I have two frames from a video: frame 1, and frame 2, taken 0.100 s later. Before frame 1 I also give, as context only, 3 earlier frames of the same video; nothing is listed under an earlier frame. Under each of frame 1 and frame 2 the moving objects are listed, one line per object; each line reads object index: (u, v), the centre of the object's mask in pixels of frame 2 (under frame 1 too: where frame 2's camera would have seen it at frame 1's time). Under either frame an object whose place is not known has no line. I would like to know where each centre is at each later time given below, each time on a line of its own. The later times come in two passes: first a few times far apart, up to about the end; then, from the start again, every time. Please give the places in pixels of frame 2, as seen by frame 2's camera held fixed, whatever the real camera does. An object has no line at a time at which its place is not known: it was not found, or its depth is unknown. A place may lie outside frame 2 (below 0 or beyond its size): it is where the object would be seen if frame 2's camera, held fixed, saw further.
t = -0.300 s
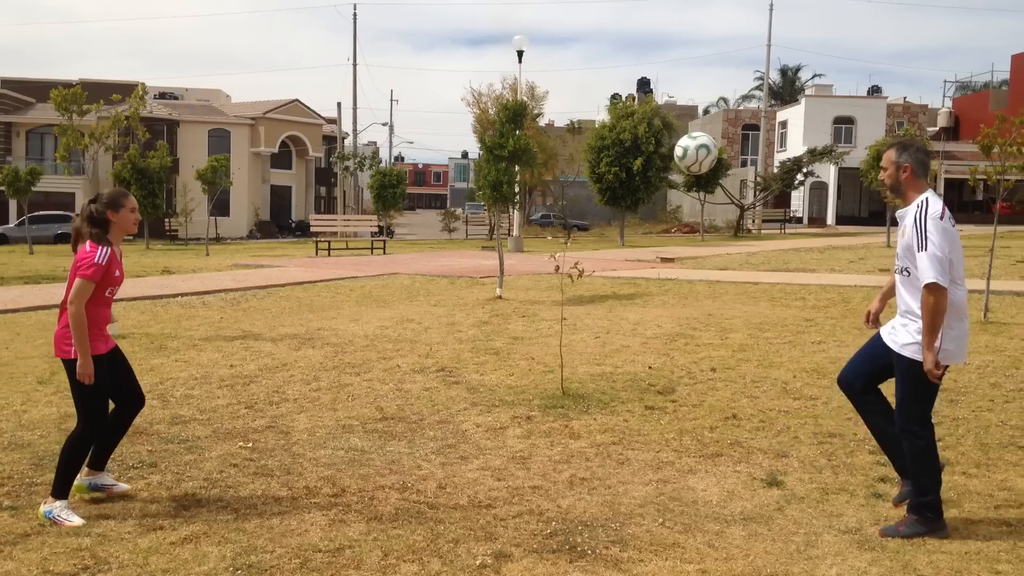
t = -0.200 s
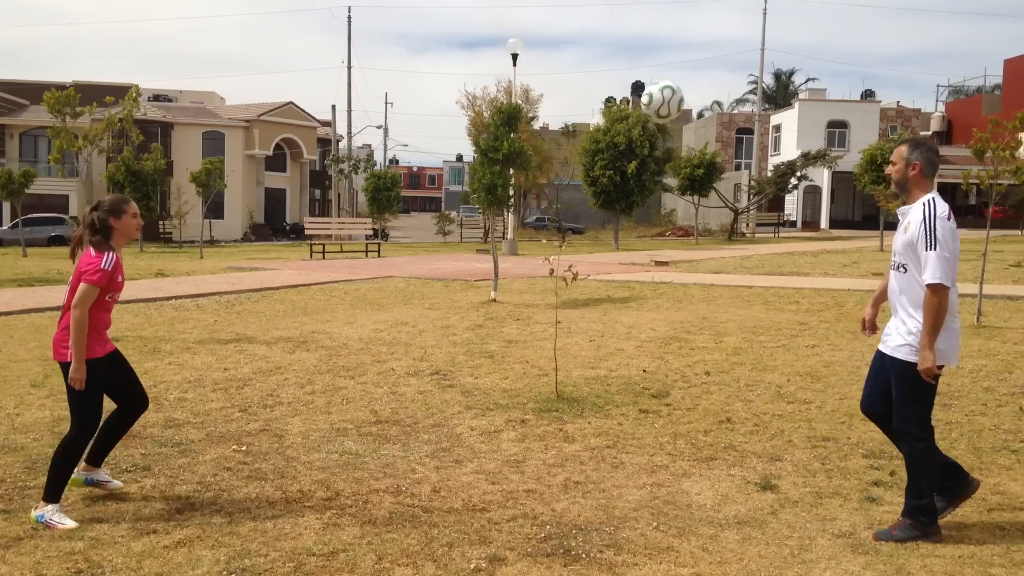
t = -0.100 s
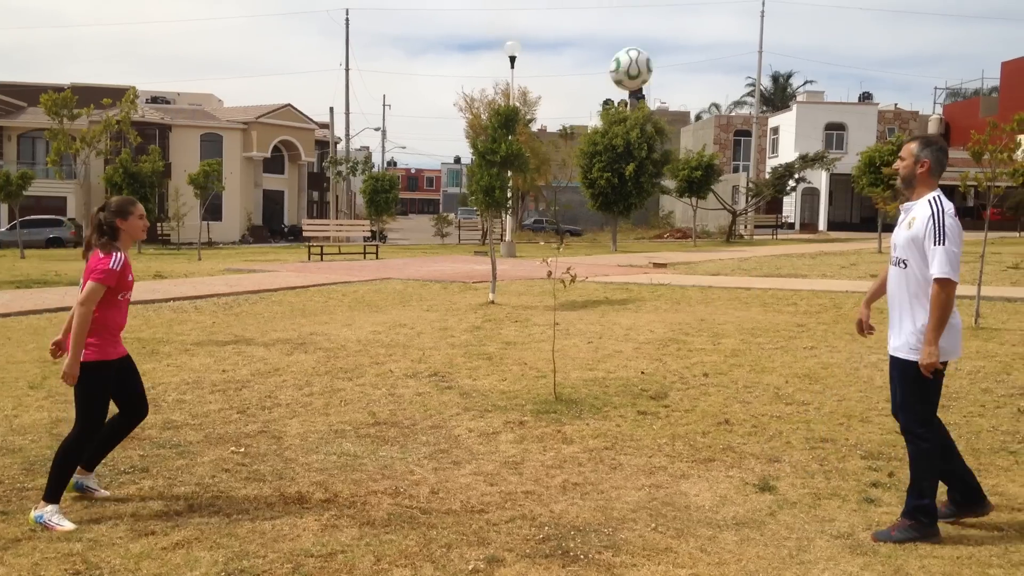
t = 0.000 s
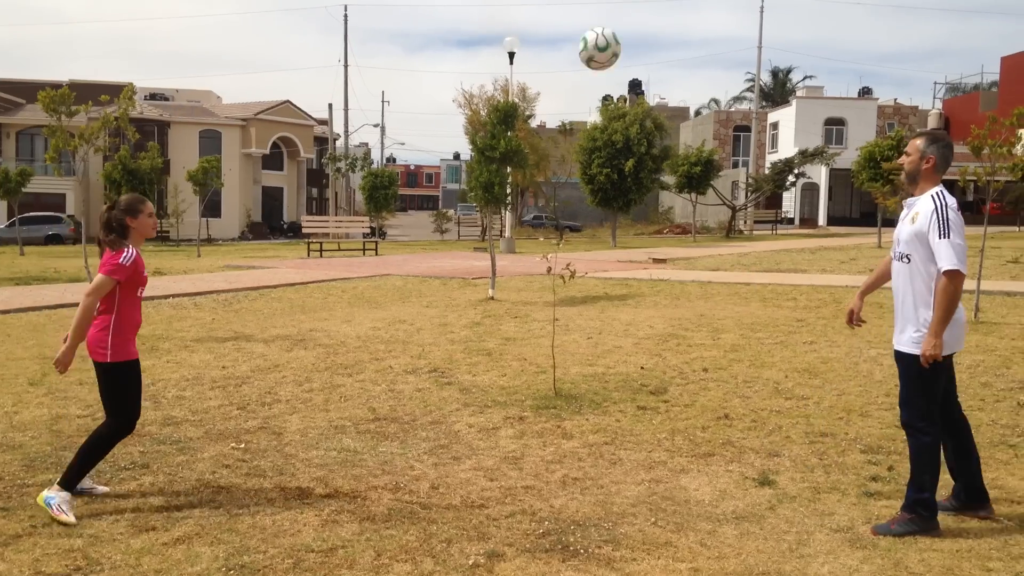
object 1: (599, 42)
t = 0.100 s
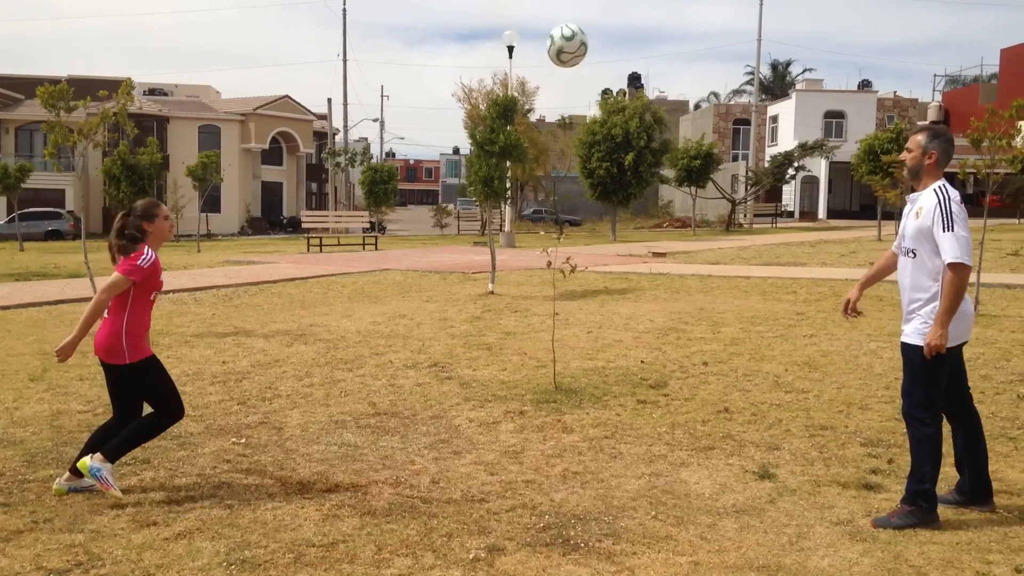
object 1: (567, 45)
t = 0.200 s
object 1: (536, 68)
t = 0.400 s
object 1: (473, 169)
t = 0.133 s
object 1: (557, 51)
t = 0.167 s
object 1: (546, 58)
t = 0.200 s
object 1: (536, 68)
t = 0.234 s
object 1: (525, 79)
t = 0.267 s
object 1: (515, 94)
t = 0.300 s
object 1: (504, 109)
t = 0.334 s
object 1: (493, 127)
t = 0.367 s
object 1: (483, 147)
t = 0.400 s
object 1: (473, 169)
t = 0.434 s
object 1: (462, 193)
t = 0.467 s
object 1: (452, 218)
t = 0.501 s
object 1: (441, 246)
